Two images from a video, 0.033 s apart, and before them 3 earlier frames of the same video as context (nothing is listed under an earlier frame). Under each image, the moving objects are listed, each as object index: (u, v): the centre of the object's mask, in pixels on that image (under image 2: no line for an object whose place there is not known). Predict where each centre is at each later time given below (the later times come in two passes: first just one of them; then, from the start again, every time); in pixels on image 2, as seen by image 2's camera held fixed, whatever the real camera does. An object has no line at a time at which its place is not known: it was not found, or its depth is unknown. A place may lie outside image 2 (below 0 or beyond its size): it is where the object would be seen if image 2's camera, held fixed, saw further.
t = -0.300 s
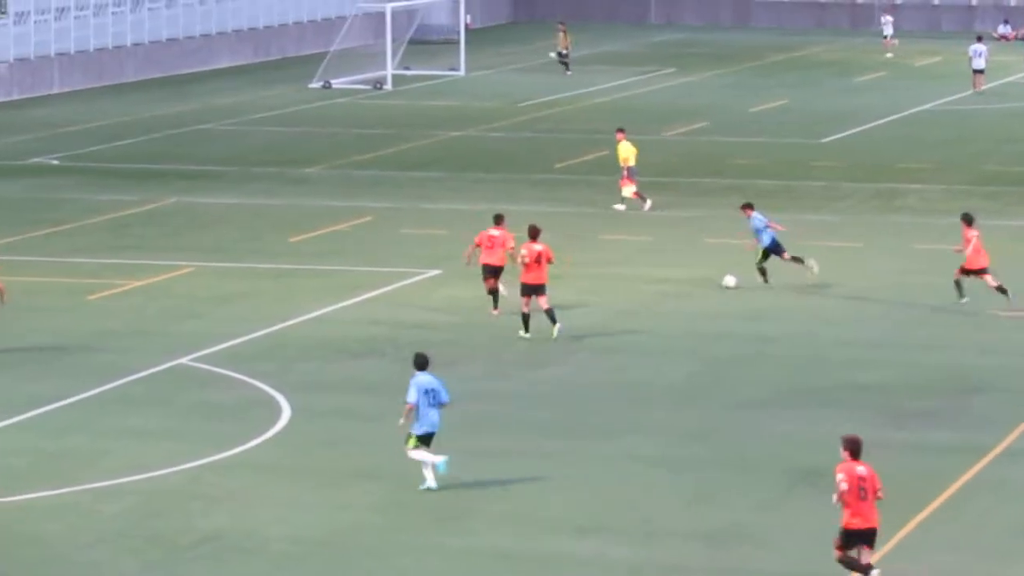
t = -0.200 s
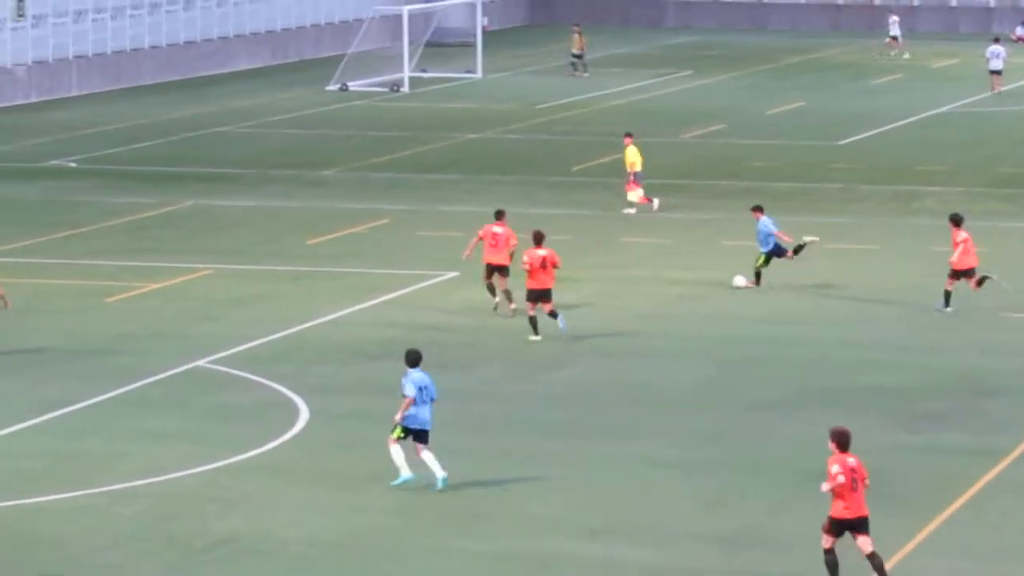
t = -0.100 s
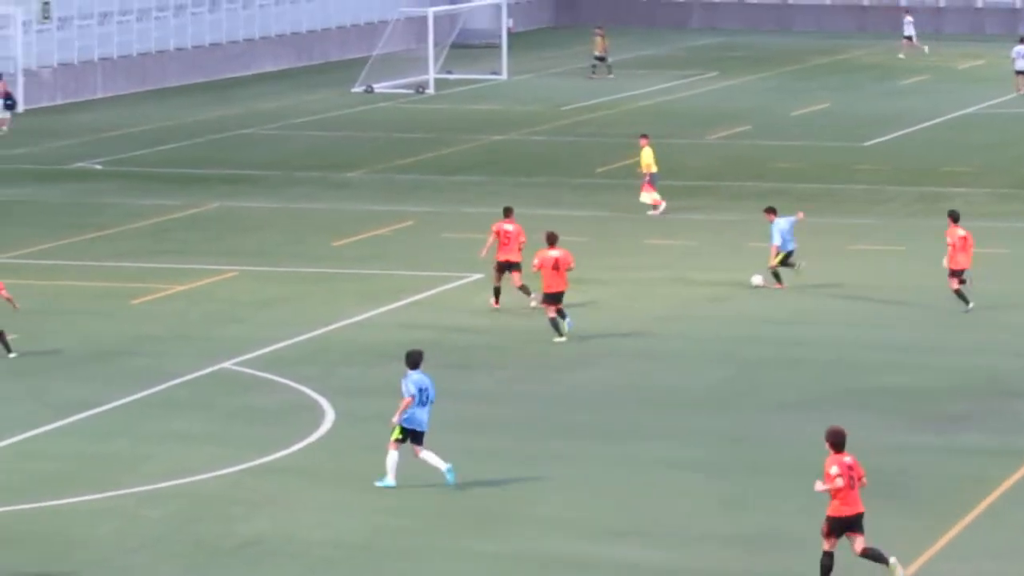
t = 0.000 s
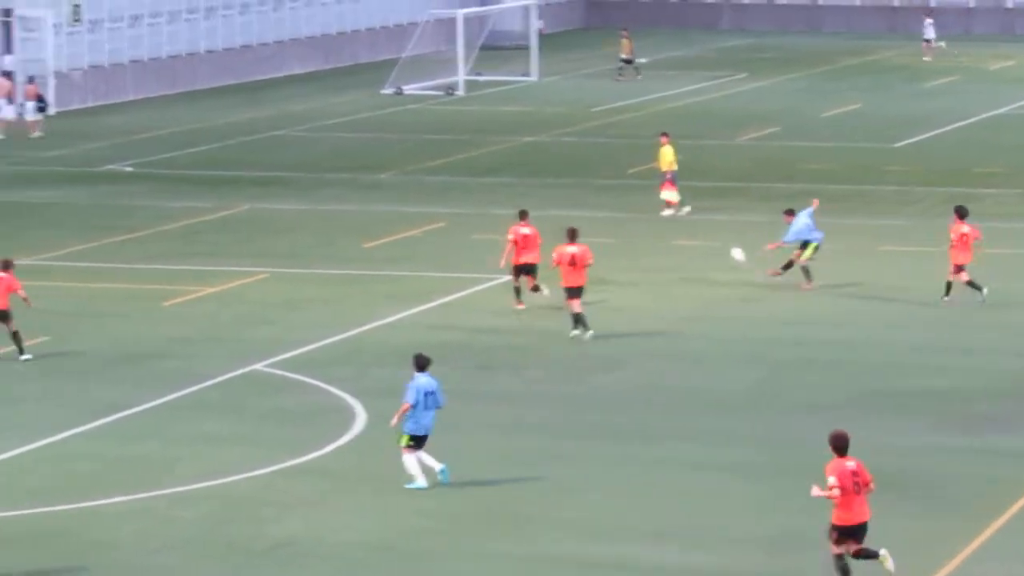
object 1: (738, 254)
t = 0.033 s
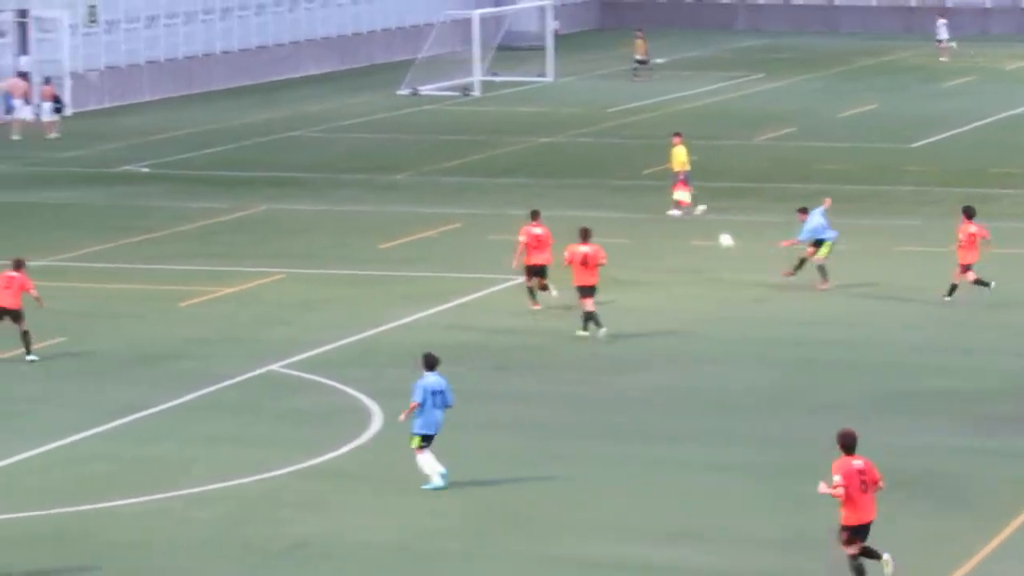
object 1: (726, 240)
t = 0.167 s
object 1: (613, 186)
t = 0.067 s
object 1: (697, 226)
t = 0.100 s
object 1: (669, 213)
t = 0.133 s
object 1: (641, 199)
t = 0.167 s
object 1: (613, 186)
